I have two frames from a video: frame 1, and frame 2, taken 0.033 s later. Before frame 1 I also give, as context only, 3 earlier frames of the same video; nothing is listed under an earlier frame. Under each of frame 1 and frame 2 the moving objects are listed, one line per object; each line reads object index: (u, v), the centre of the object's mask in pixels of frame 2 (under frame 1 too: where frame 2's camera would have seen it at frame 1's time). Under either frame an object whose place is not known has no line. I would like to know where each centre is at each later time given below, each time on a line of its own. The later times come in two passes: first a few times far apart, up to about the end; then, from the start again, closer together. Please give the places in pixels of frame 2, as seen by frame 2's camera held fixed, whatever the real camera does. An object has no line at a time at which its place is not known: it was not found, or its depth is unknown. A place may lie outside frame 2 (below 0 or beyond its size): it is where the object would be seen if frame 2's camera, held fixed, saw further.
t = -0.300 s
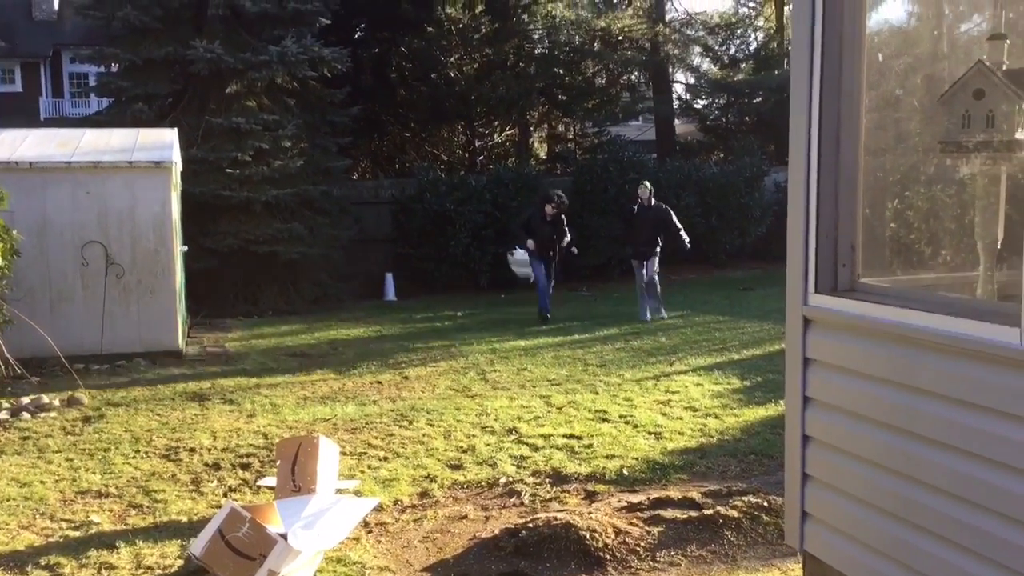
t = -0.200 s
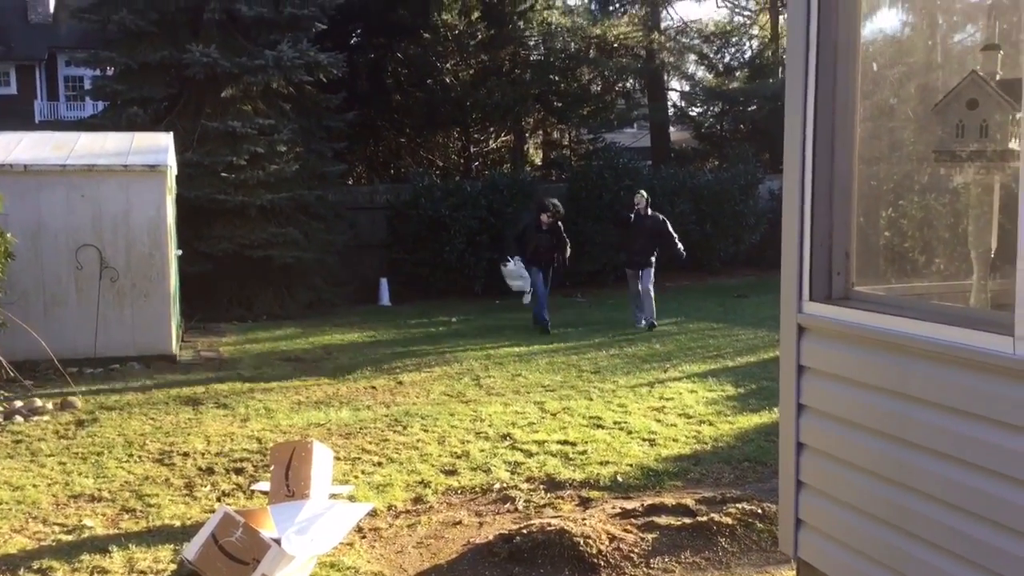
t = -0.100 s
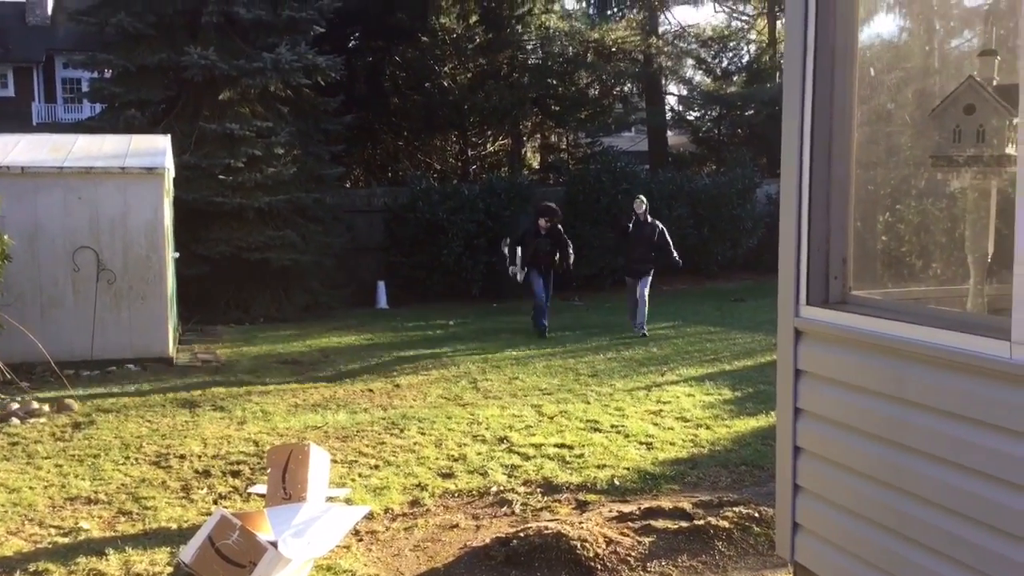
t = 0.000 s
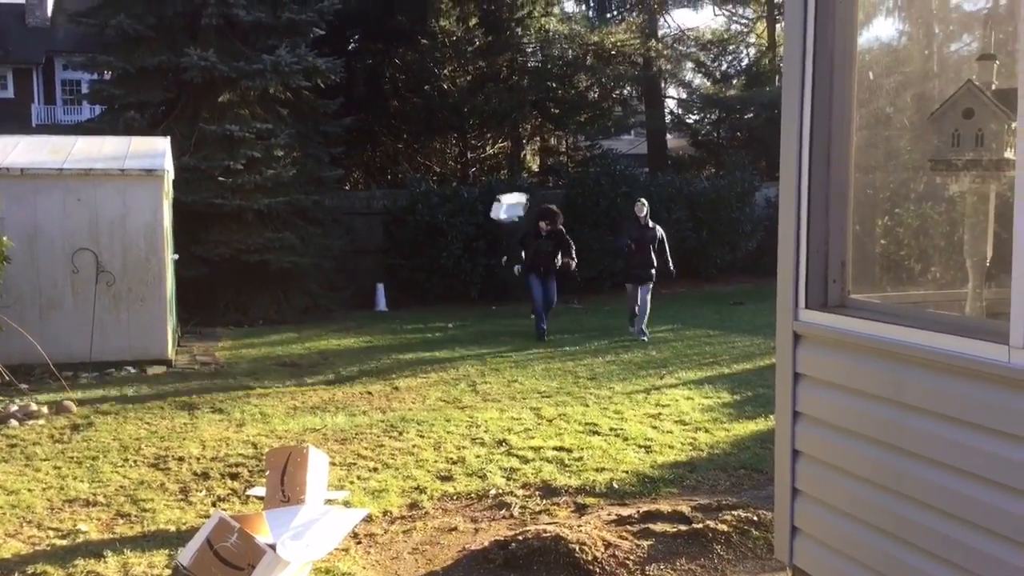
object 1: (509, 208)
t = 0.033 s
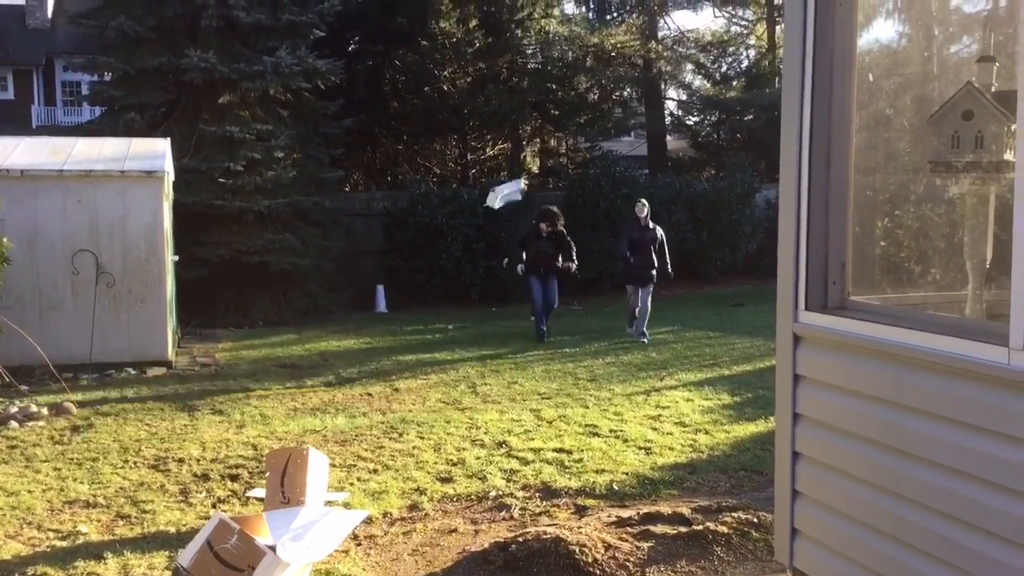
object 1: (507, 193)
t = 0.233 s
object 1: (494, 134)
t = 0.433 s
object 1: (480, 121)
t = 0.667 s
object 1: (455, 148)
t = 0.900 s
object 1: (425, 223)
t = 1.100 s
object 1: (410, 320)
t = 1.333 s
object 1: (378, 347)
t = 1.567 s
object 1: (352, 342)
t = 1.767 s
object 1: (330, 348)
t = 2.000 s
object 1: (305, 362)
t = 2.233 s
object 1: (295, 361)
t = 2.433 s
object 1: (291, 363)
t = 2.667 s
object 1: (289, 365)
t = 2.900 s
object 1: (290, 367)
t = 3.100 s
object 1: (290, 367)
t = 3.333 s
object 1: (290, 367)
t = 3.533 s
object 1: (290, 367)
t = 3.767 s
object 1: (290, 367)
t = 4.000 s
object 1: (291, 367)
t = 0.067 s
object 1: (503, 180)
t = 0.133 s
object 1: (498, 156)
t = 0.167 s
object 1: (497, 148)
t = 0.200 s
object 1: (496, 141)
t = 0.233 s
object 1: (494, 134)
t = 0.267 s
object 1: (491, 127)
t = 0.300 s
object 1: (489, 124)
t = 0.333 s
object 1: (488, 121)
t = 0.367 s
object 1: (486, 119)
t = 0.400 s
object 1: (483, 121)
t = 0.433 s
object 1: (480, 121)
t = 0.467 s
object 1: (476, 122)
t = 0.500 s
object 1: (472, 124)
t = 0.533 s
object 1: (468, 126)
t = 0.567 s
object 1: (465, 130)
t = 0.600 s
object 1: (462, 136)
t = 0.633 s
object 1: (458, 142)
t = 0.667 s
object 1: (455, 148)
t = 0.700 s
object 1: (452, 154)
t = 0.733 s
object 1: (447, 163)
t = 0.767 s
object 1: (444, 173)
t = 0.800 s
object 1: (438, 185)
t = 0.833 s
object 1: (435, 197)
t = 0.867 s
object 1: (430, 209)
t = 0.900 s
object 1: (425, 223)
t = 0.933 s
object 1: (419, 238)
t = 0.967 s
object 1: (416, 253)
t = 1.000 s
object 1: (414, 269)
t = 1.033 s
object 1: (412, 285)
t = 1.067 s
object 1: (411, 302)
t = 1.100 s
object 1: (410, 320)
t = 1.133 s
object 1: (410, 338)
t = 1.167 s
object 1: (408, 347)
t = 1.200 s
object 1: (403, 346)
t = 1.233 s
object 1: (397, 345)
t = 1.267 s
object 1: (391, 345)
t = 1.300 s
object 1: (385, 345)
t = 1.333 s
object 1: (378, 347)
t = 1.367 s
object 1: (374, 345)
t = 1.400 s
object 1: (370, 343)
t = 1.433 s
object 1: (367, 341)
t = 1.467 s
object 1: (363, 340)
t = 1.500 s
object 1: (359, 339)
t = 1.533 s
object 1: (356, 340)
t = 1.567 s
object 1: (352, 342)
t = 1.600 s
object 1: (349, 344)
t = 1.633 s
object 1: (346, 346)
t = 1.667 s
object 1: (341, 348)
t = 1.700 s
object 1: (338, 348)
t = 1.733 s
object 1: (334, 348)
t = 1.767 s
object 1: (330, 348)
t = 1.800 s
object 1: (326, 349)
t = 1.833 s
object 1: (322, 350)
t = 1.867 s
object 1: (318, 352)
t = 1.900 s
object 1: (314, 355)
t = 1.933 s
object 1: (311, 359)
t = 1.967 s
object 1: (307, 362)
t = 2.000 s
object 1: (305, 362)
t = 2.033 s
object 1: (303, 360)
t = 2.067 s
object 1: (300, 359)
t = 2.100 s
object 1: (299, 359)
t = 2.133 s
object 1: (297, 359)
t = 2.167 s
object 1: (296, 359)
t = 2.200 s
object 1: (295, 360)
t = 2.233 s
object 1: (295, 361)
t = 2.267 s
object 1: (294, 362)
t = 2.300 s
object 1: (294, 362)
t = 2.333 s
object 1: (293, 362)
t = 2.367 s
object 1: (291, 363)
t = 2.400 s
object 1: (292, 362)
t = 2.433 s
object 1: (291, 363)
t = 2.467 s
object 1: (289, 364)
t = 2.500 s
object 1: (288, 365)
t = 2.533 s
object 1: (288, 365)
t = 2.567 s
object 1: (288, 366)
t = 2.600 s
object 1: (288, 366)
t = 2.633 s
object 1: (289, 366)
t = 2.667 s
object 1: (289, 365)
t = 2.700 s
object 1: (289, 365)
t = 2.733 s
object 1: (288, 366)
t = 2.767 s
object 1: (289, 366)
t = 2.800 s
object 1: (289, 367)
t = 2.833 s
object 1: (290, 367)
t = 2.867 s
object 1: (290, 366)
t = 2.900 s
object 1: (290, 367)
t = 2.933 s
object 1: (290, 367)
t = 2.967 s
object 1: (290, 367)
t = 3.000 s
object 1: (290, 367)
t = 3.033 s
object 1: (290, 367)
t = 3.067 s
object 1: (290, 367)
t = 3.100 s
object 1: (290, 367)
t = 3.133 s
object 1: (290, 367)
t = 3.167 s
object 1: (290, 367)
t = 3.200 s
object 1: (290, 367)
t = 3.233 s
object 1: (290, 367)
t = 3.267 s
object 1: (290, 367)
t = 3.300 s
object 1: (290, 367)
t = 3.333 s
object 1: (290, 367)
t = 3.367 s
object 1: (290, 367)
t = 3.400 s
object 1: (290, 367)
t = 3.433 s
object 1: (290, 367)
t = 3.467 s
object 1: (290, 367)
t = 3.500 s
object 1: (290, 367)
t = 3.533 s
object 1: (290, 367)
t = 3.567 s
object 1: (290, 367)
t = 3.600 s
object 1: (290, 367)
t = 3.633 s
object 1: (290, 367)
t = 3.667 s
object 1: (290, 367)
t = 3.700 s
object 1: (290, 367)
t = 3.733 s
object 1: (290, 367)
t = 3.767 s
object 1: (290, 367)
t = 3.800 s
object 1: (290, 367)
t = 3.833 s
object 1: (290, 367)
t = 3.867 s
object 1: (291, 367)
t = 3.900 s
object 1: (291, 367)
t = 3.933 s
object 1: (290, 367)
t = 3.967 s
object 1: (290, 367)
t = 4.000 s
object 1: (291, 367)
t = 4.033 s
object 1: (291, 367)
